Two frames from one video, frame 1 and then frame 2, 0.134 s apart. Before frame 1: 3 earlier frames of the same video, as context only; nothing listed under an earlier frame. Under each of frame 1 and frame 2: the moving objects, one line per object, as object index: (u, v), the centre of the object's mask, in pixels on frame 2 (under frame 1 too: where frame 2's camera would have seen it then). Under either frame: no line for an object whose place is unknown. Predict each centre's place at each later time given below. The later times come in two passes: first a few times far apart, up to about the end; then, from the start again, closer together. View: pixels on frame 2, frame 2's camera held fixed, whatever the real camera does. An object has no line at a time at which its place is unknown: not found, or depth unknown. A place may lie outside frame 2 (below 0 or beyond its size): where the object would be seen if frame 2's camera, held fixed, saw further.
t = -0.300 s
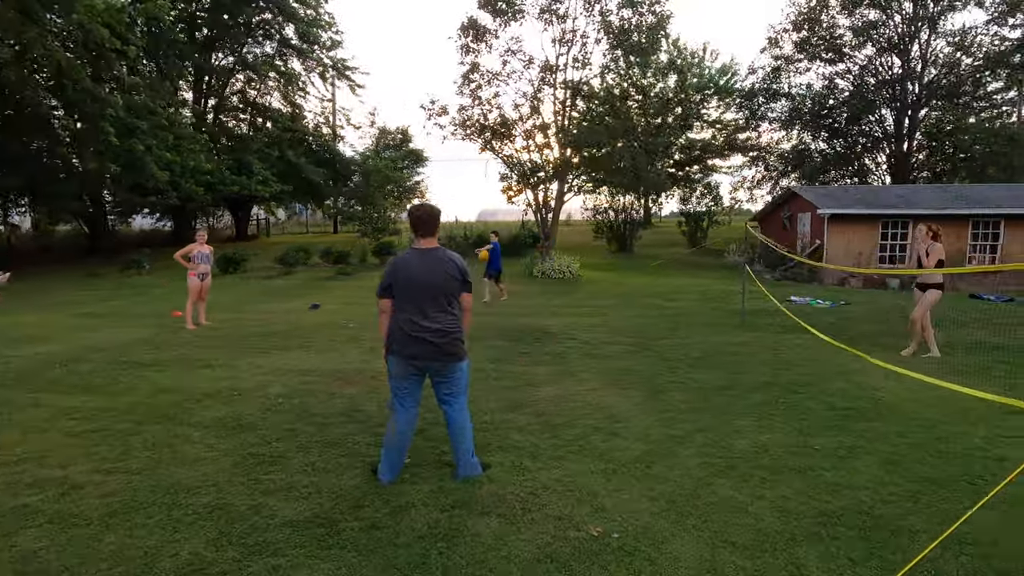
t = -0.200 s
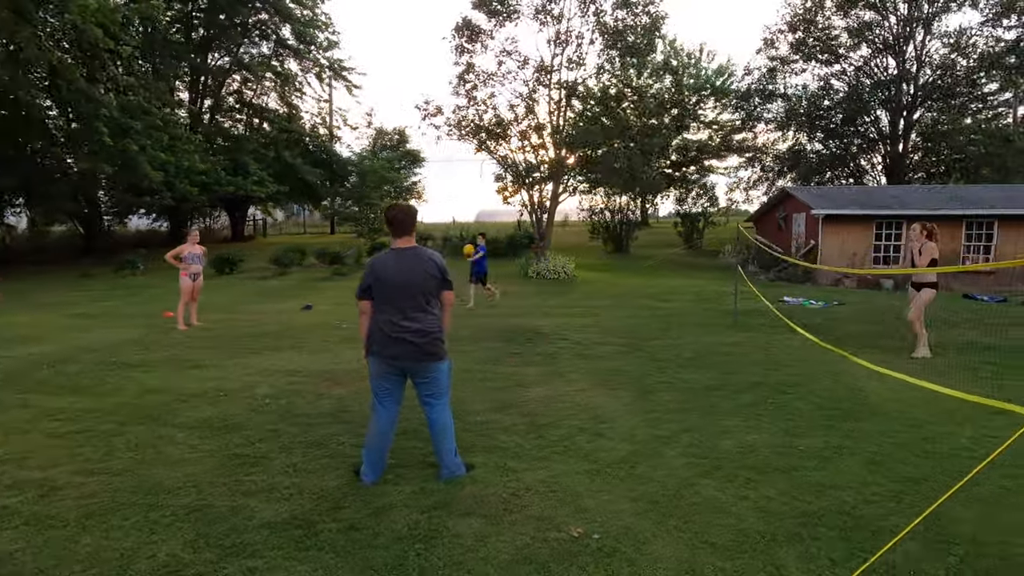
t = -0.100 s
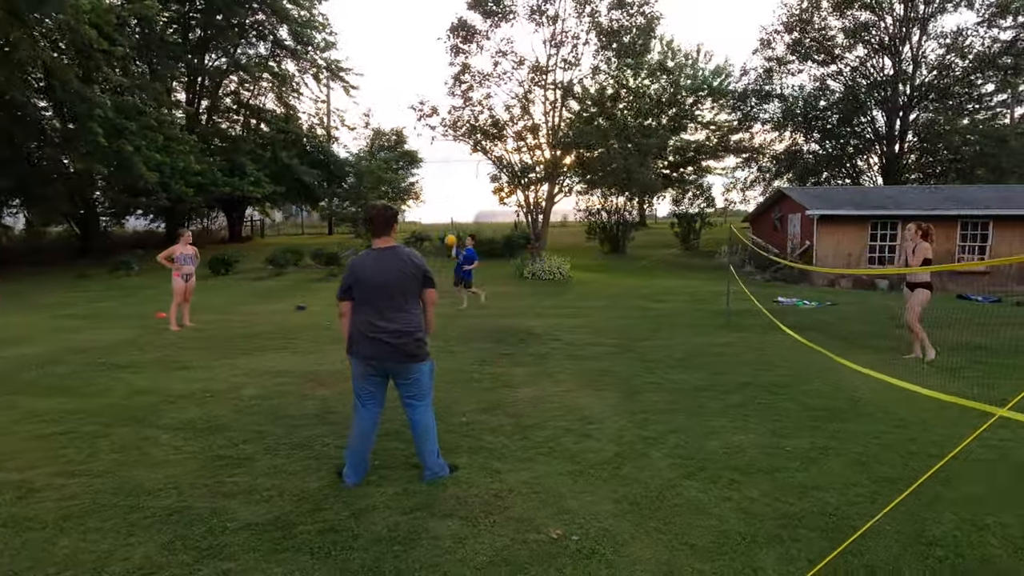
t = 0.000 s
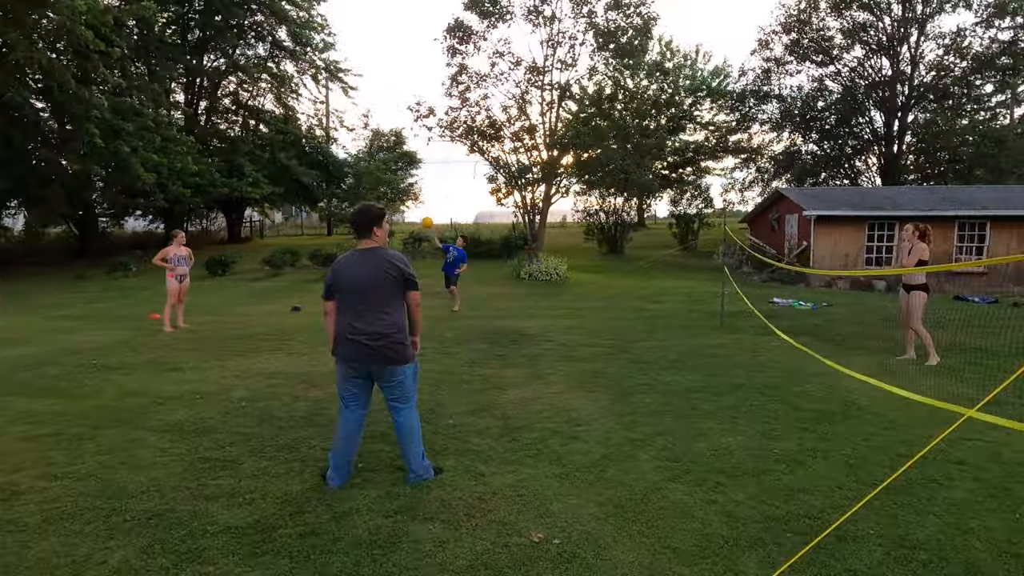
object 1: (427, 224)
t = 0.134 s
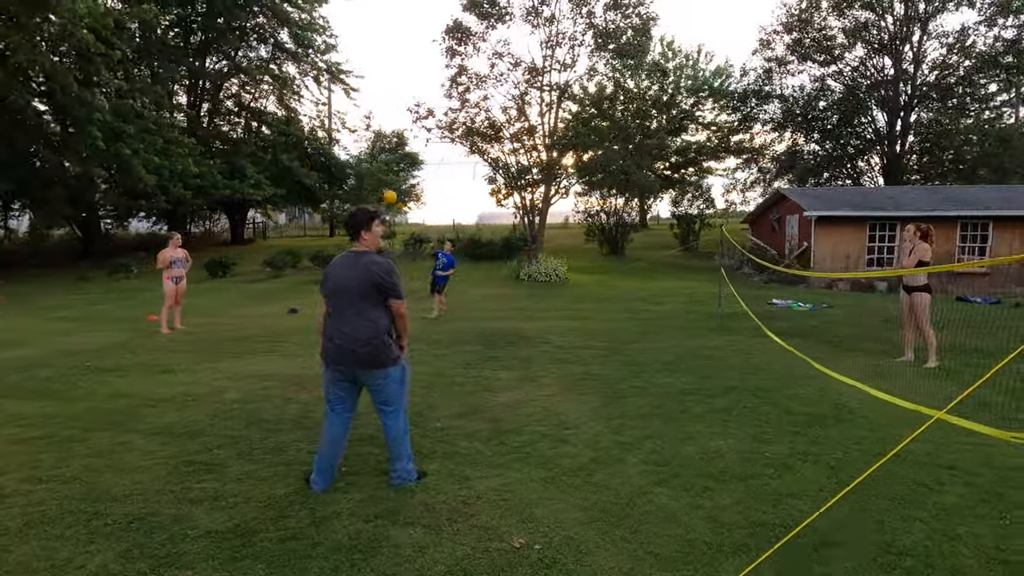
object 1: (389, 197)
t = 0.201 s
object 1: (368, 186)
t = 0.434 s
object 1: (270, 160)
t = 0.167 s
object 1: (380, 192)
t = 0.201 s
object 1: (368, 186)
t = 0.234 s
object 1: (356, 181)
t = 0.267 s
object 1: (342, 177)
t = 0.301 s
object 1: (330, 173)
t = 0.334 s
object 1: (317, 169)
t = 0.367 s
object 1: (303, 165)
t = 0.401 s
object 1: (288, 162)
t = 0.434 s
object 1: (270, 160)
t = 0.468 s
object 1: (252, 158)
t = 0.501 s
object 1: (231, 158)
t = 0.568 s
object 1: (187, 160)
